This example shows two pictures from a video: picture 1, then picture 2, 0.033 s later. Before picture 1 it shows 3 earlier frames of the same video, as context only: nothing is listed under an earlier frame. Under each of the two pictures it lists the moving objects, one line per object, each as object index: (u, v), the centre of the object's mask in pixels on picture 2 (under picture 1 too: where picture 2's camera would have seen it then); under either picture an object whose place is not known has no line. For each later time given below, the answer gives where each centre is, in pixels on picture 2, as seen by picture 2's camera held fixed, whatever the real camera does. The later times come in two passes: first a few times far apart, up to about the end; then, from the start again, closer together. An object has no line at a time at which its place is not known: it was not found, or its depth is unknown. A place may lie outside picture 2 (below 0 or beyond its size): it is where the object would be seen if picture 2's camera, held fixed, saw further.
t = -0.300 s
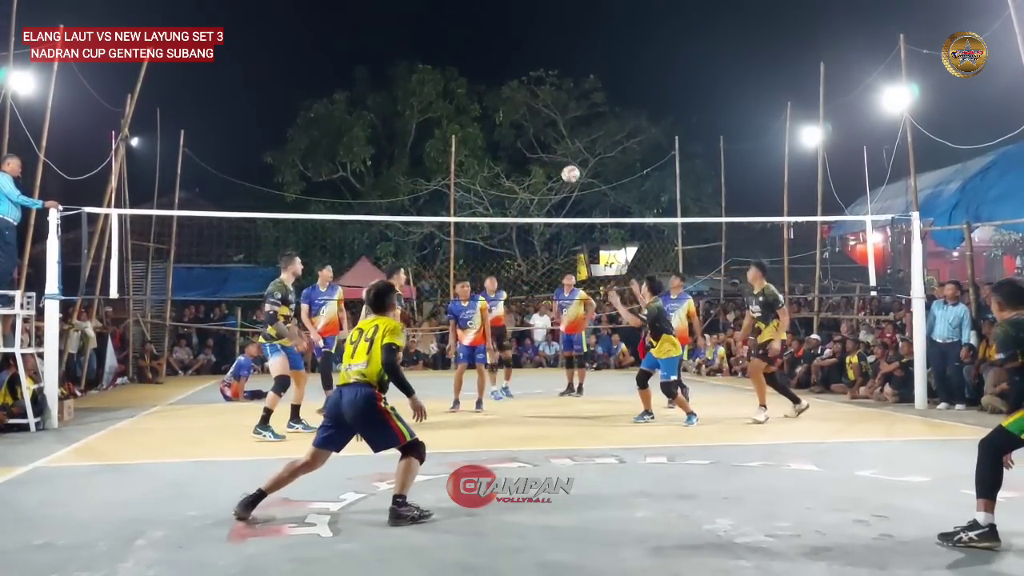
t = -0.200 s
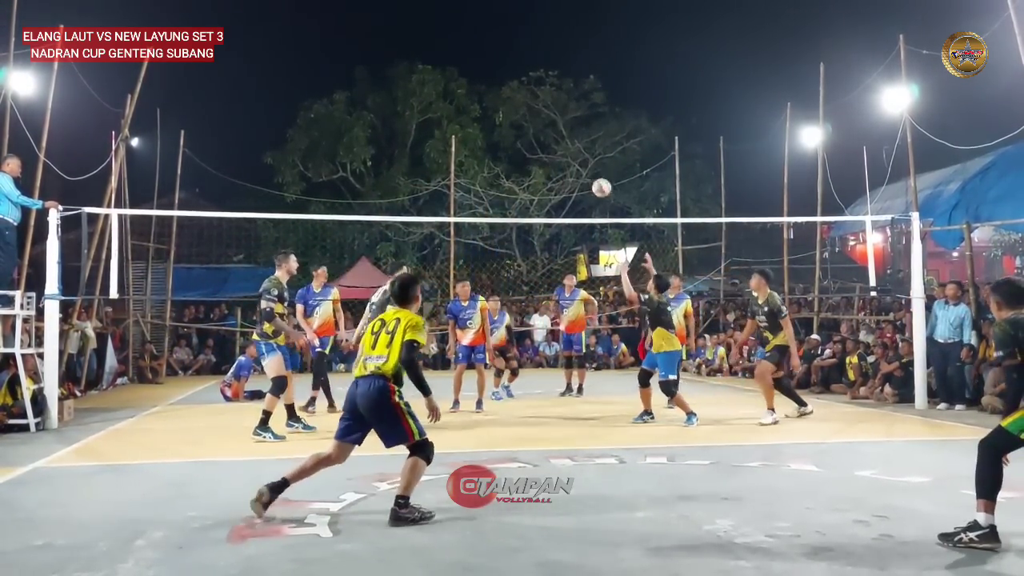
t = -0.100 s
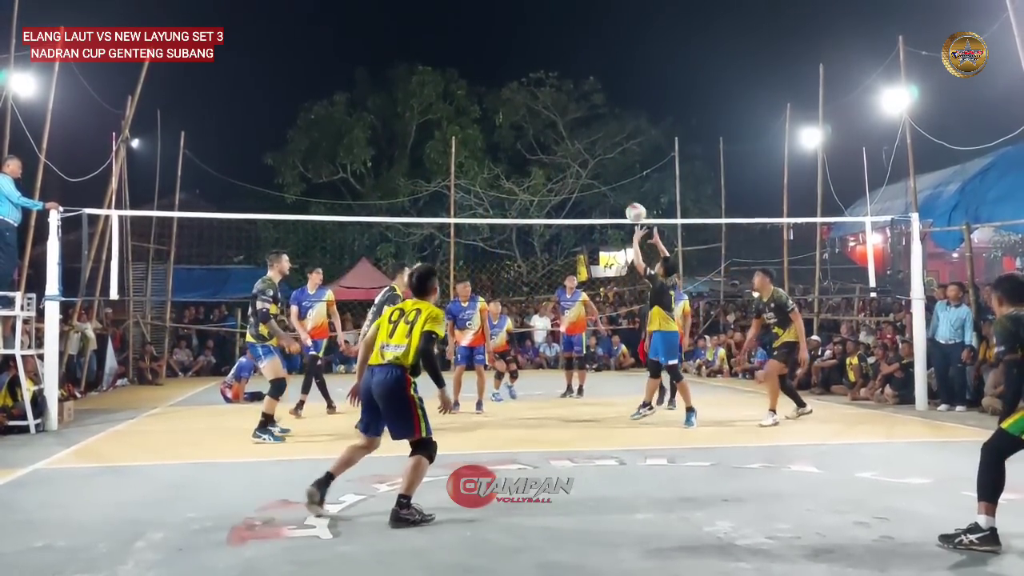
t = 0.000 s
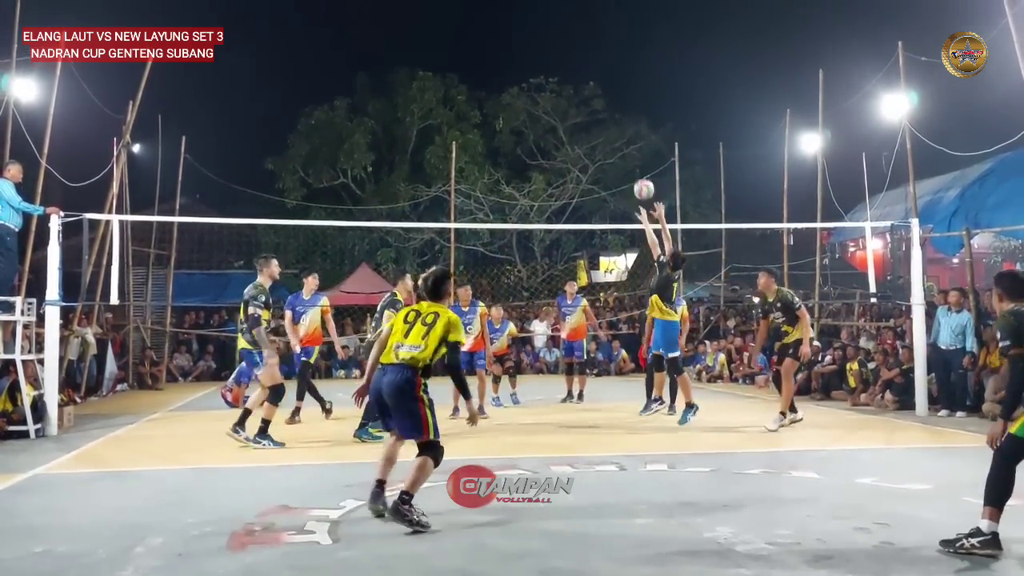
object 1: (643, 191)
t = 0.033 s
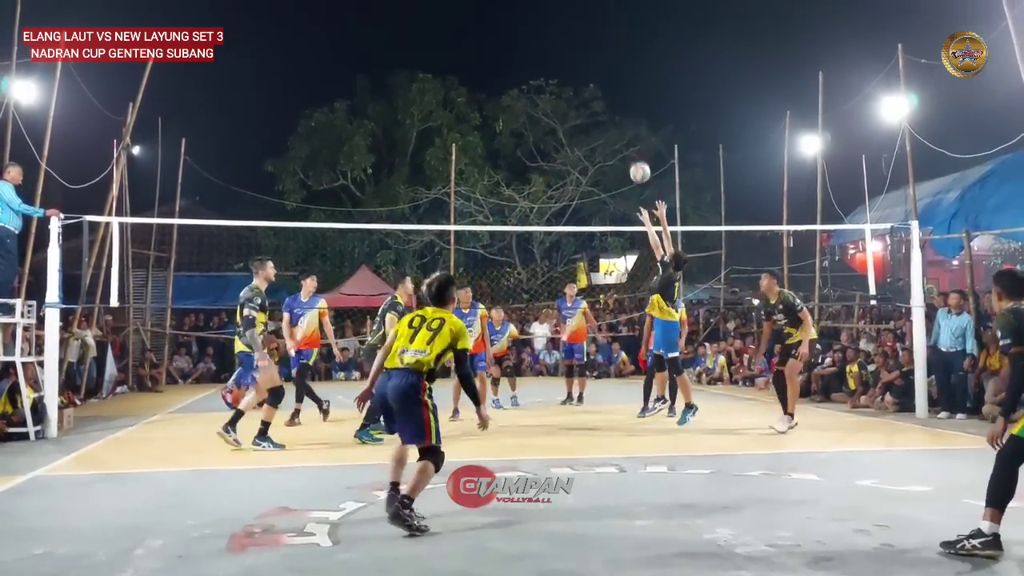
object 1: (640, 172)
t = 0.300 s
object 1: (610, 46)
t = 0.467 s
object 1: (593, 2)
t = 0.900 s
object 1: (548, 1)
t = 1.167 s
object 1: (521, 87)
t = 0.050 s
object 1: (638, 161)
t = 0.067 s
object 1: (636, 152)
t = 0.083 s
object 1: (634, 144)
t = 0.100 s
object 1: (632, 133)
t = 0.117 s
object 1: (630, 125)
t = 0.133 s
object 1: (628, 118)
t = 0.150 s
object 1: (626, 108)
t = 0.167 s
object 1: (625, 101)
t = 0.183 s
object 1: (623, 93)
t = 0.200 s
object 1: (621, 85)
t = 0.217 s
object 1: (620, 79)
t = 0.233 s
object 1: (618, 72)
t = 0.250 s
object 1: (616, 64)
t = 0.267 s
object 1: (614, 59)
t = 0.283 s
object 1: (613, 52)
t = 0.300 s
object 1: (610, 46)
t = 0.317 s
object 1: (609, 41)
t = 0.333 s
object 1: (607, 35)
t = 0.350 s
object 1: (605, 30)
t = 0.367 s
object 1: (604, 26)
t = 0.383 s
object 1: (602, 21)
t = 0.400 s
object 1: (600, 16)
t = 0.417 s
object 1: (599, 13)
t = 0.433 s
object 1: (596, 8)
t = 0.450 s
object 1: (595, 4)
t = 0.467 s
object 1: (593, 2)
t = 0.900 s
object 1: (548, 1)
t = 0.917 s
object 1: (547, 4)
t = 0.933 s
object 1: (545, 8)
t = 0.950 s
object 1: (543, 13)
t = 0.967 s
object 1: (542, 16)
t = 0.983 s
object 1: (540, 21)
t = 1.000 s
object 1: (538, 26)
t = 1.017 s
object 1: (536, 30)
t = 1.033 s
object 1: (535, 36)
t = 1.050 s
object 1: (533, 42)
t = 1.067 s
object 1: (532, 47)
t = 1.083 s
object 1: (530, 53)
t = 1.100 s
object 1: (528, 60)
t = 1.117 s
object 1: (526, 66)
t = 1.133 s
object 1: (525, 72)
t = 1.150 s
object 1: (523, 80)
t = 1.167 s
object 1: (521, 87)
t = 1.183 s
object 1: (520, 93)
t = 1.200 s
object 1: (518, 102)
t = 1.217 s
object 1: (517, 109)
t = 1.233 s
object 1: (515, 117)
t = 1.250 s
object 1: (513, 126)
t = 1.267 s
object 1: (512, 135)
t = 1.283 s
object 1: (510, 143)
